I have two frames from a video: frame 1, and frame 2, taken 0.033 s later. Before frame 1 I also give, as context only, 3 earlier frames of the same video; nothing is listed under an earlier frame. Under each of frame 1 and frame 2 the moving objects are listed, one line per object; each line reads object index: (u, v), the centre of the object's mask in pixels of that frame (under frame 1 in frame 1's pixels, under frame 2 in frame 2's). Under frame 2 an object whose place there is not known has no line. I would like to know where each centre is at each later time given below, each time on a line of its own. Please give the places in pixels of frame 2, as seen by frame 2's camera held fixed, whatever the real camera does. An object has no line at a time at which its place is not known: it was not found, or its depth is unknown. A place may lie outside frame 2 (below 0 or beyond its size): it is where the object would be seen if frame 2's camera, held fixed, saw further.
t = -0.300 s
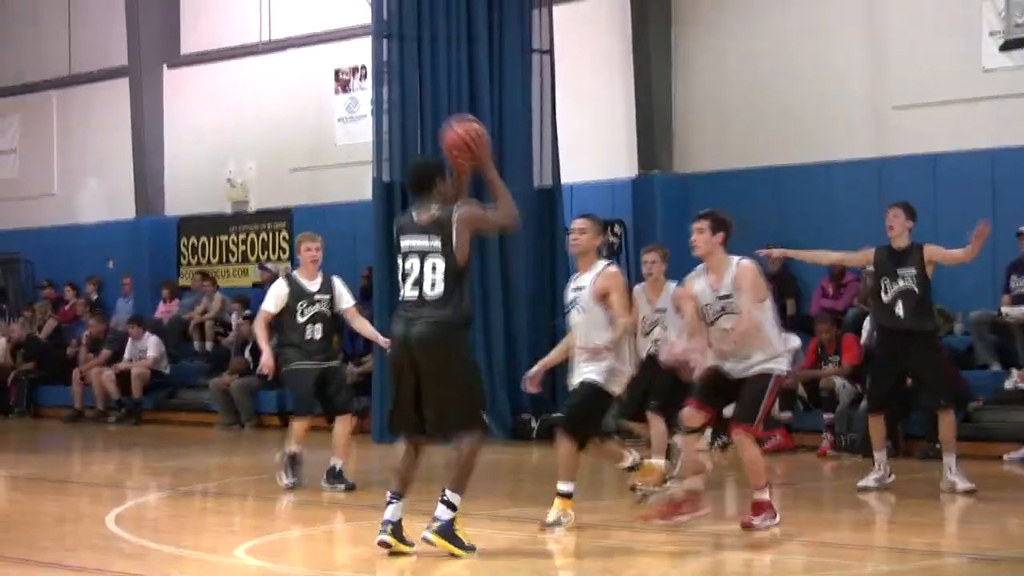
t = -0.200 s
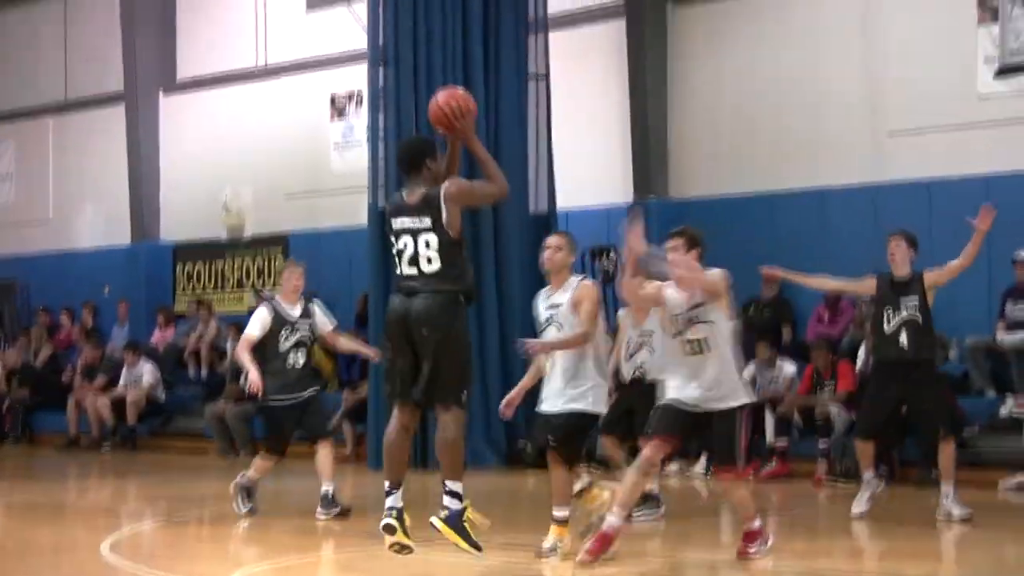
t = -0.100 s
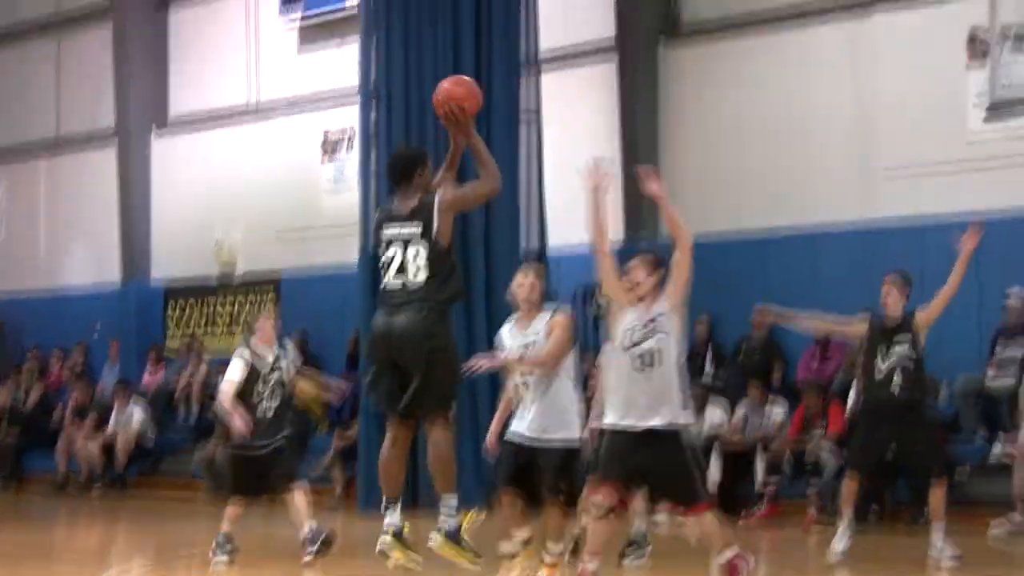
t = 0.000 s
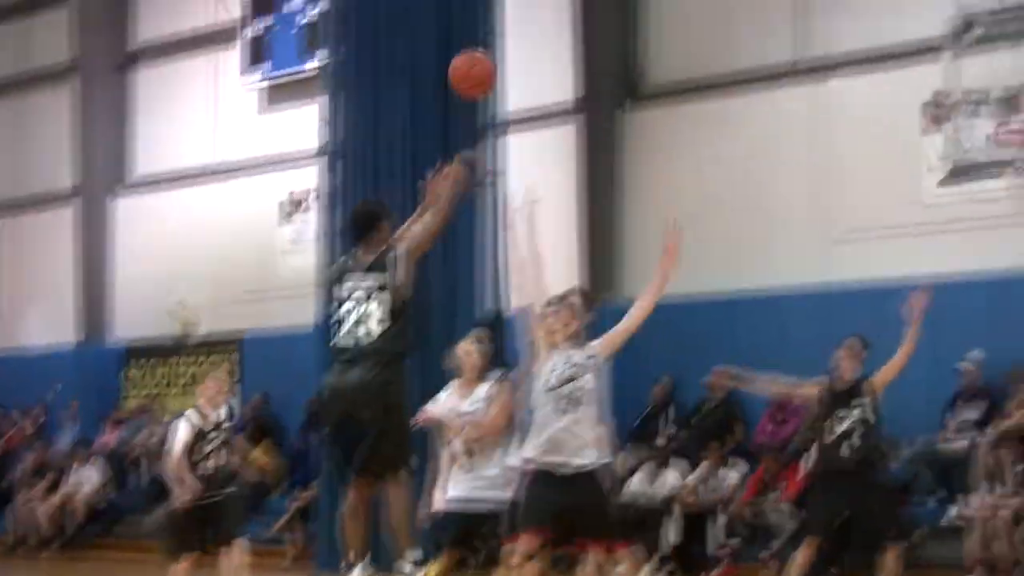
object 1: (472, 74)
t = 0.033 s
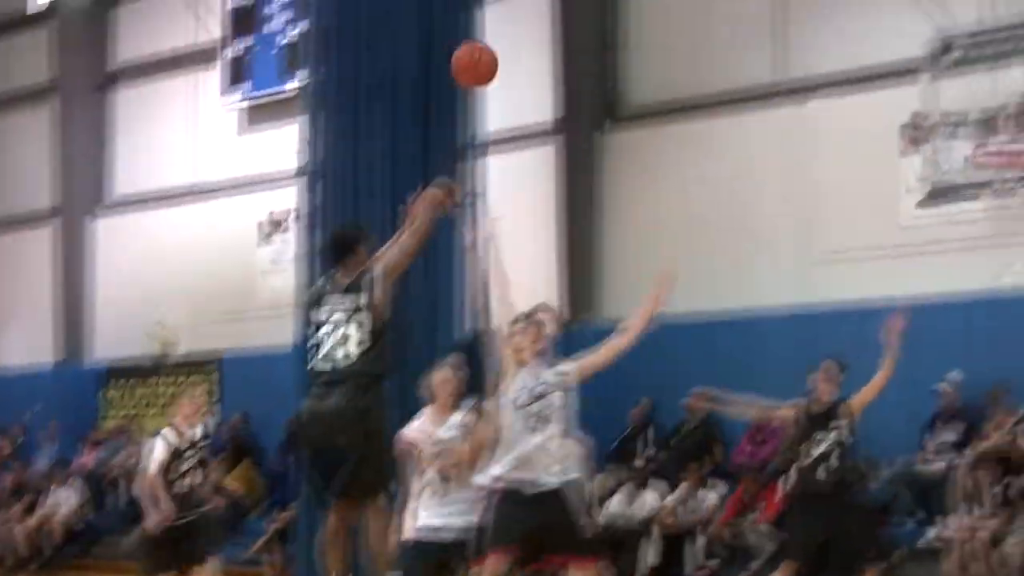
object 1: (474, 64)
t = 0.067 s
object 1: (496, 37)
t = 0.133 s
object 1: (536, -10)
